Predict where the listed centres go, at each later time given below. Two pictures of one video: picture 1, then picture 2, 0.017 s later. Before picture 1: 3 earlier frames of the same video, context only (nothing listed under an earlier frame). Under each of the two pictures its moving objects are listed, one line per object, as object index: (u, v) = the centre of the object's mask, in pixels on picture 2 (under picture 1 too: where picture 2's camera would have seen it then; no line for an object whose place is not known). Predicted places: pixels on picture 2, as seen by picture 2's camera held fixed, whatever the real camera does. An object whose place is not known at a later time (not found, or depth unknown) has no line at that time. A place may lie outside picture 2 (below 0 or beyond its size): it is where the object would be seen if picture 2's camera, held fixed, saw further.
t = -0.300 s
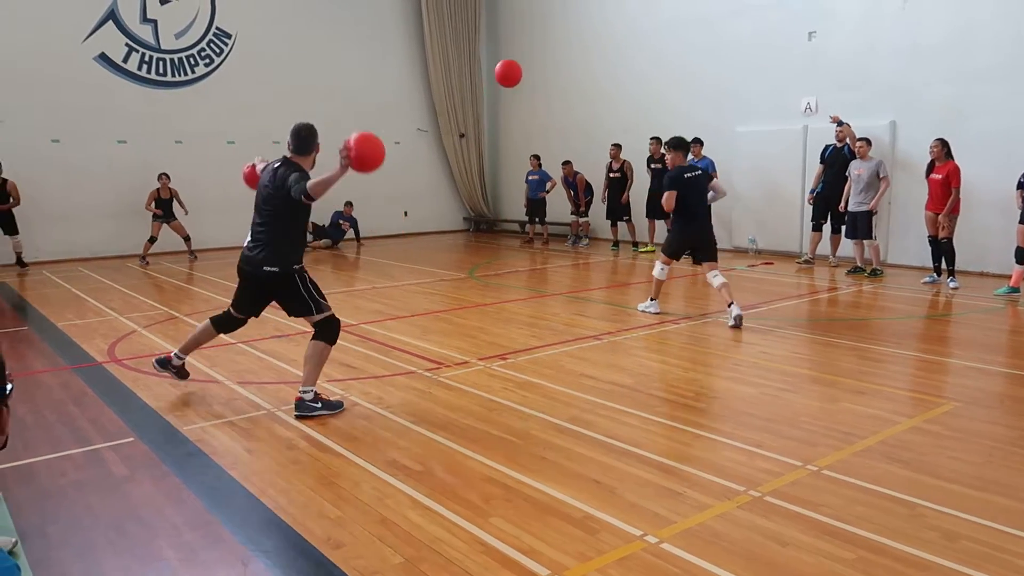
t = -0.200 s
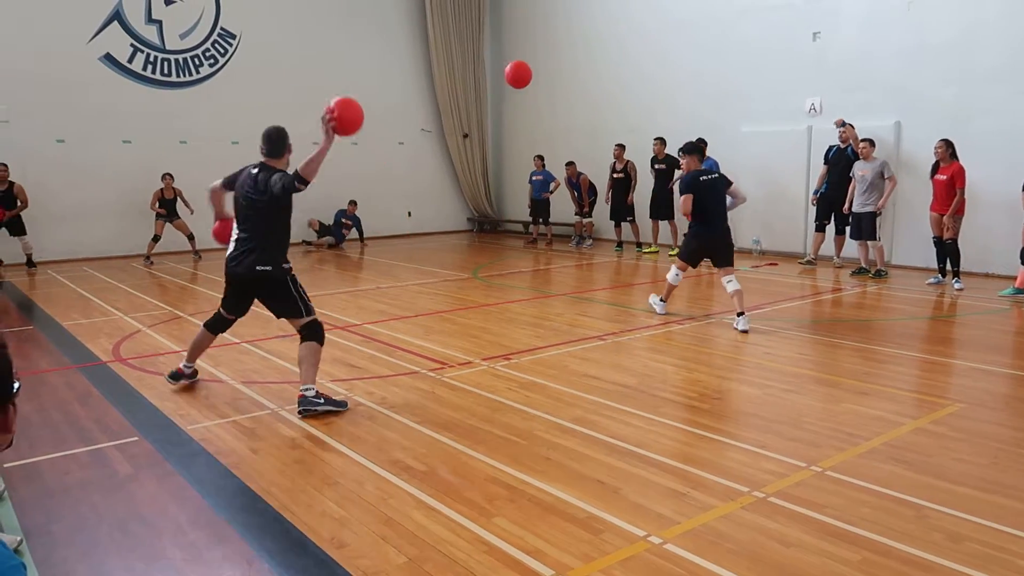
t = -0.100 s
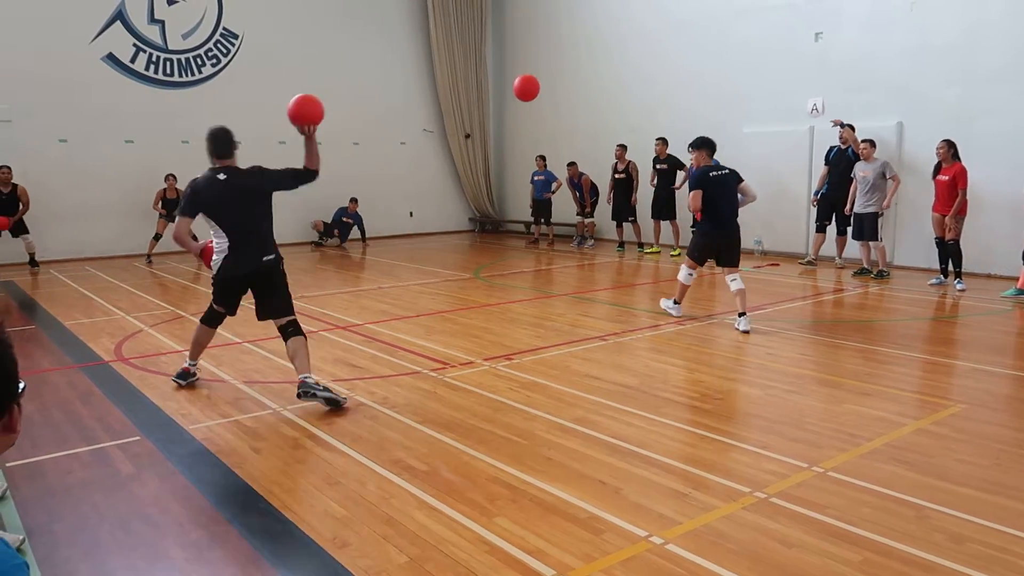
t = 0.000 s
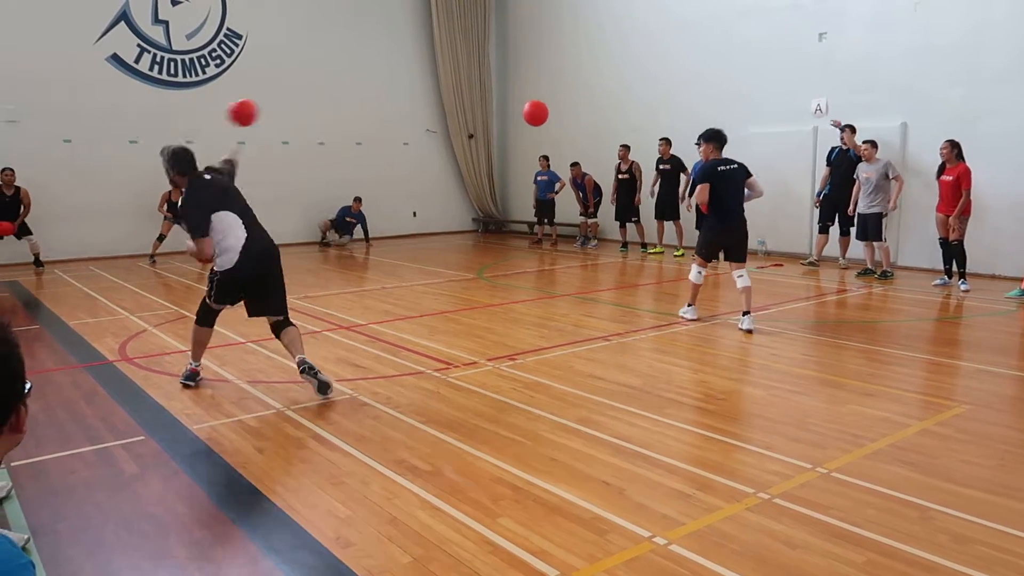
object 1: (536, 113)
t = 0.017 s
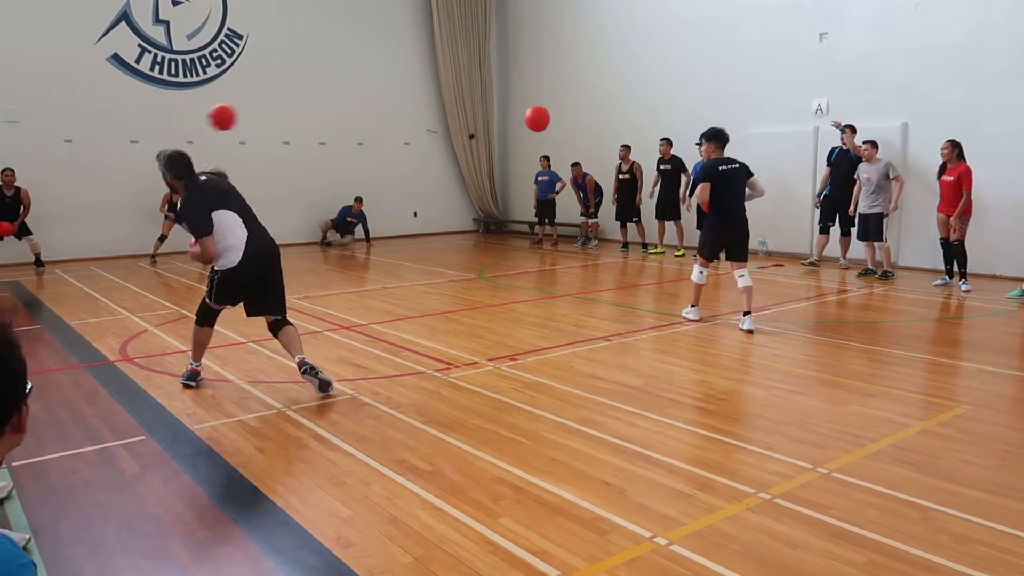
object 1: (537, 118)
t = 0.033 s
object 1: (538, 124)
